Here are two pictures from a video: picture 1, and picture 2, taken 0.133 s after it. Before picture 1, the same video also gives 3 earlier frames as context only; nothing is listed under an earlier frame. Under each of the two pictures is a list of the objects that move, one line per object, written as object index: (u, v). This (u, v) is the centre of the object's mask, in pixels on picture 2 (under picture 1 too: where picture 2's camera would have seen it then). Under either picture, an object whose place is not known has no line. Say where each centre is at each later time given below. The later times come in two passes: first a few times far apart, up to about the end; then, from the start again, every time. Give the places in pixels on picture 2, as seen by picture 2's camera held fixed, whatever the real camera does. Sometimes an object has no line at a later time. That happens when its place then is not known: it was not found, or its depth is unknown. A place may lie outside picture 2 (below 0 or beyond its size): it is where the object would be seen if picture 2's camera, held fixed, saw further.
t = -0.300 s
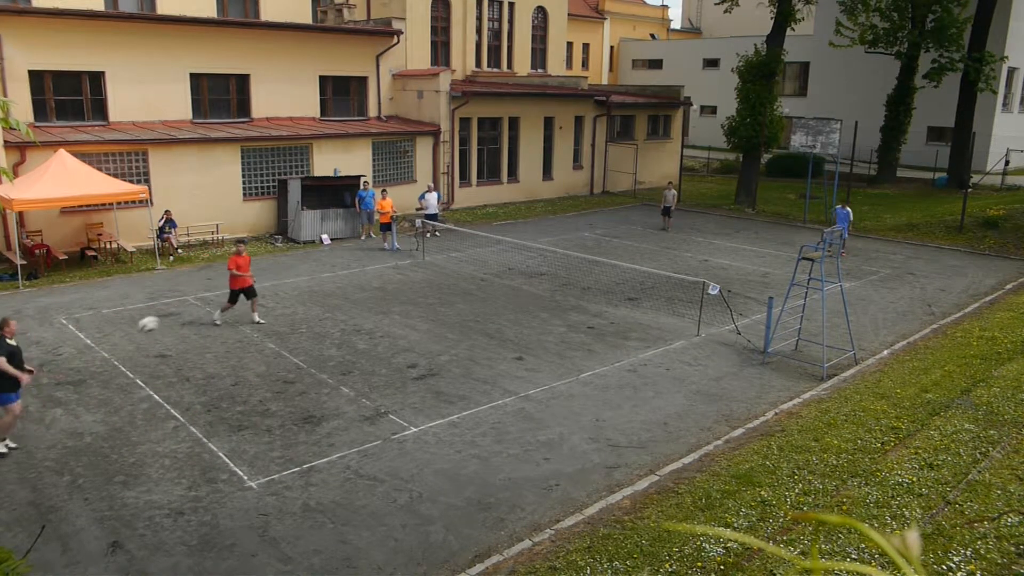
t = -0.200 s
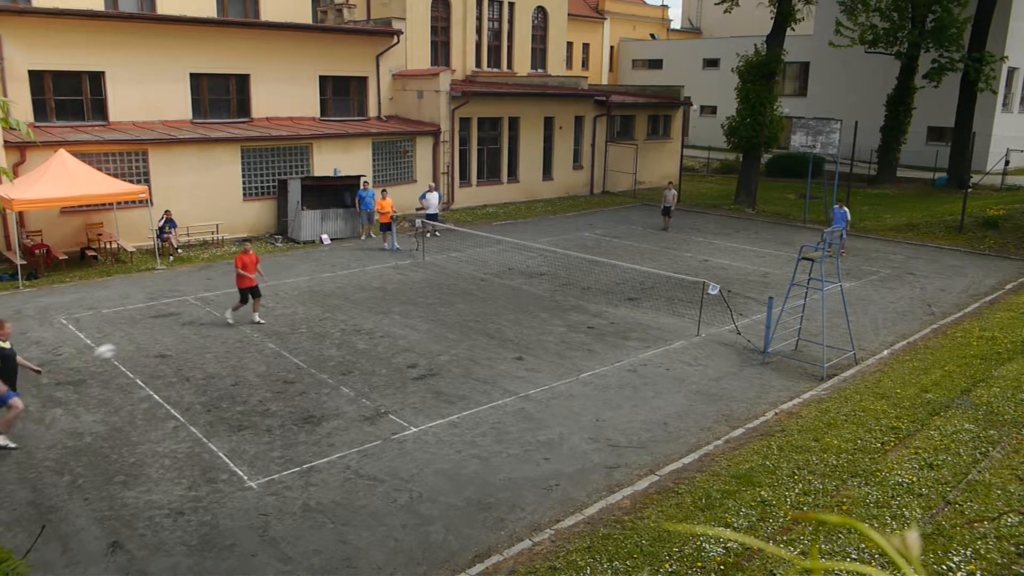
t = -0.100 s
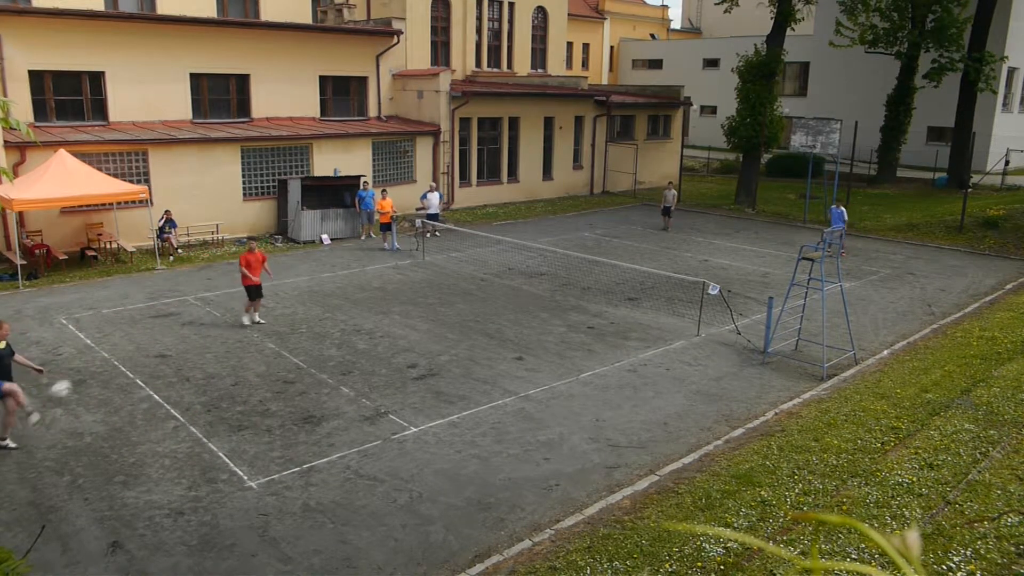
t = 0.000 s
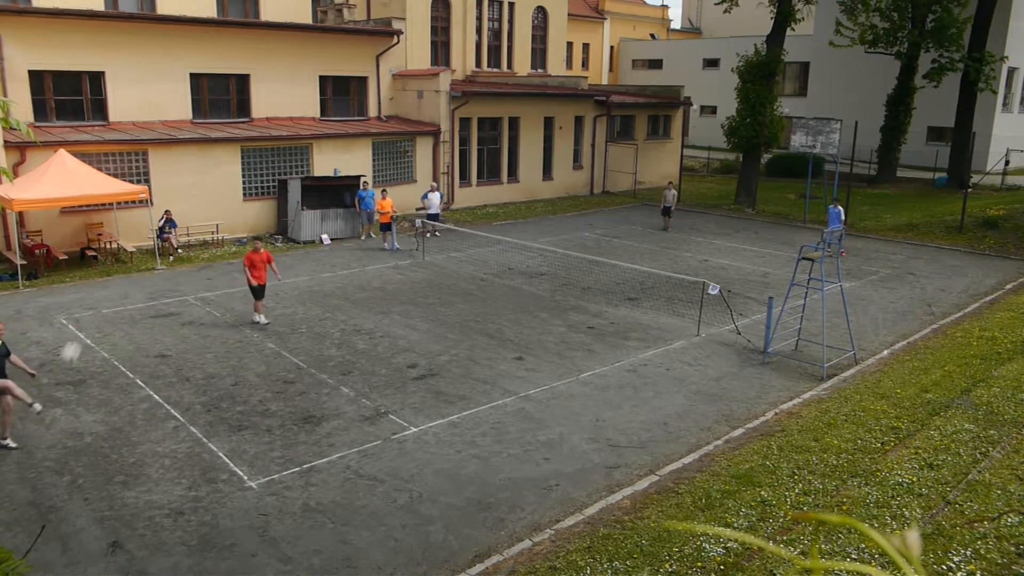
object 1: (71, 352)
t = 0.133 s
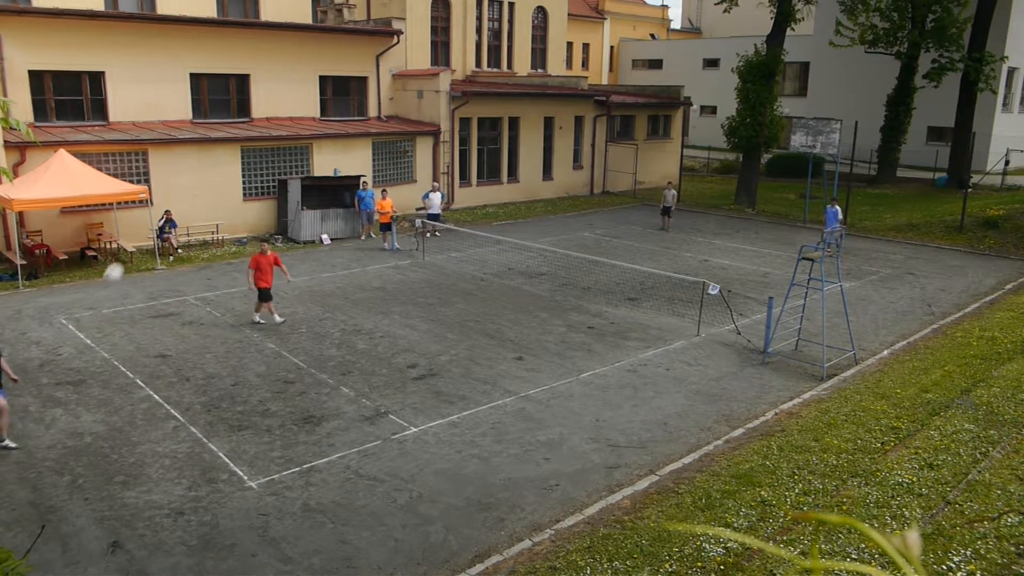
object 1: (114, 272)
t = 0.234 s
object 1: (145, 223)
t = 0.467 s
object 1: (220, 136)
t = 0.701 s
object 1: (291, 92)
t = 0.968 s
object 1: (368, 89)
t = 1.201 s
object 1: (430, 123)
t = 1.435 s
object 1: (485, 188)
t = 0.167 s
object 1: (124, 256)
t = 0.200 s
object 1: (135, 238)
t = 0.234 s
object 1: (145, 223)
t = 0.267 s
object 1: (156, 207)
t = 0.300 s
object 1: (168, 195)
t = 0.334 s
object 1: (178, 182)
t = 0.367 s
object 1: (188, 169)
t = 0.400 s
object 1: (198, 157)
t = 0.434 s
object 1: (210, 146)
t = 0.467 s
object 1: (220, 136)
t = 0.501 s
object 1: (231, 128)
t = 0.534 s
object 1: (241, 120)
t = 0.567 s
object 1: (249, 112)
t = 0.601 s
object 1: (261, 107)
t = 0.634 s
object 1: (272, 101)
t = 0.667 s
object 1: (281, 96)
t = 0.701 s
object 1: (291, 92)
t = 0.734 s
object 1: (301, 89)
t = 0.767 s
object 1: (311, 87)
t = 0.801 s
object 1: (322, 85)
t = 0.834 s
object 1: (330, 85)
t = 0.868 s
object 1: (339, 85)
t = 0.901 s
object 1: (349, 85)
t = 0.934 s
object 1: (359, 87)
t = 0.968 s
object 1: (368, 89)
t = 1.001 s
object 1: (377, 93)
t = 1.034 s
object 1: (387, 96)
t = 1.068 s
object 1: (396, 100)
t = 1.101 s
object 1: (404, 105)
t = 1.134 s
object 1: (414, 111)
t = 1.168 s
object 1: (422, 117)
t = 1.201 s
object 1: (430, 123)
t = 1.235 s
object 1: (437, 131)
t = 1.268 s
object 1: (446, 139)
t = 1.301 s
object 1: (455, 148)
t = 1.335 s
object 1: (463, 158)
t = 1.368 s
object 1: (469, 167)
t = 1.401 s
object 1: (477, 178)
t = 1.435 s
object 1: (485, 188)
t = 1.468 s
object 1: (493, 199)
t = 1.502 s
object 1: (500, 212)
